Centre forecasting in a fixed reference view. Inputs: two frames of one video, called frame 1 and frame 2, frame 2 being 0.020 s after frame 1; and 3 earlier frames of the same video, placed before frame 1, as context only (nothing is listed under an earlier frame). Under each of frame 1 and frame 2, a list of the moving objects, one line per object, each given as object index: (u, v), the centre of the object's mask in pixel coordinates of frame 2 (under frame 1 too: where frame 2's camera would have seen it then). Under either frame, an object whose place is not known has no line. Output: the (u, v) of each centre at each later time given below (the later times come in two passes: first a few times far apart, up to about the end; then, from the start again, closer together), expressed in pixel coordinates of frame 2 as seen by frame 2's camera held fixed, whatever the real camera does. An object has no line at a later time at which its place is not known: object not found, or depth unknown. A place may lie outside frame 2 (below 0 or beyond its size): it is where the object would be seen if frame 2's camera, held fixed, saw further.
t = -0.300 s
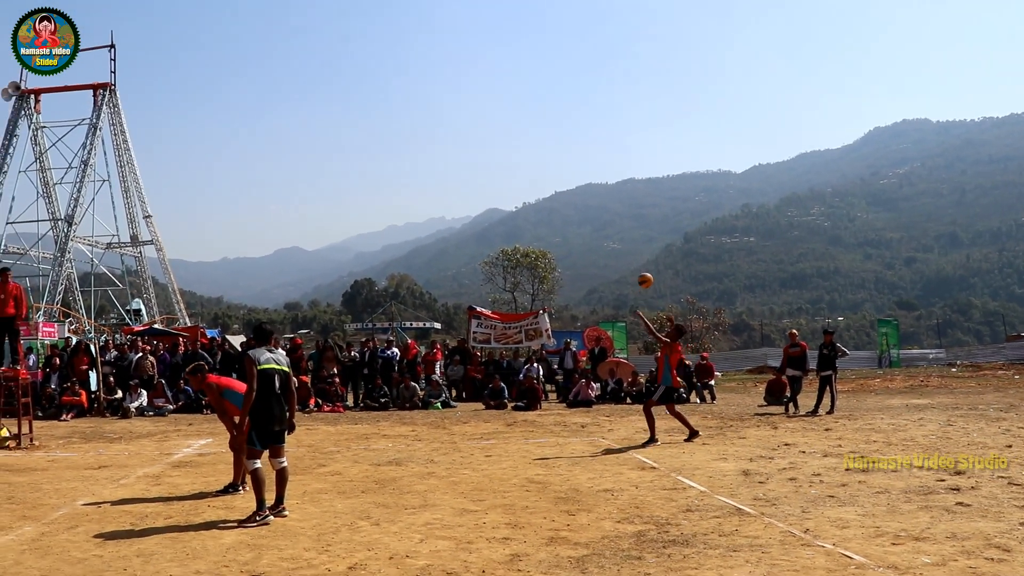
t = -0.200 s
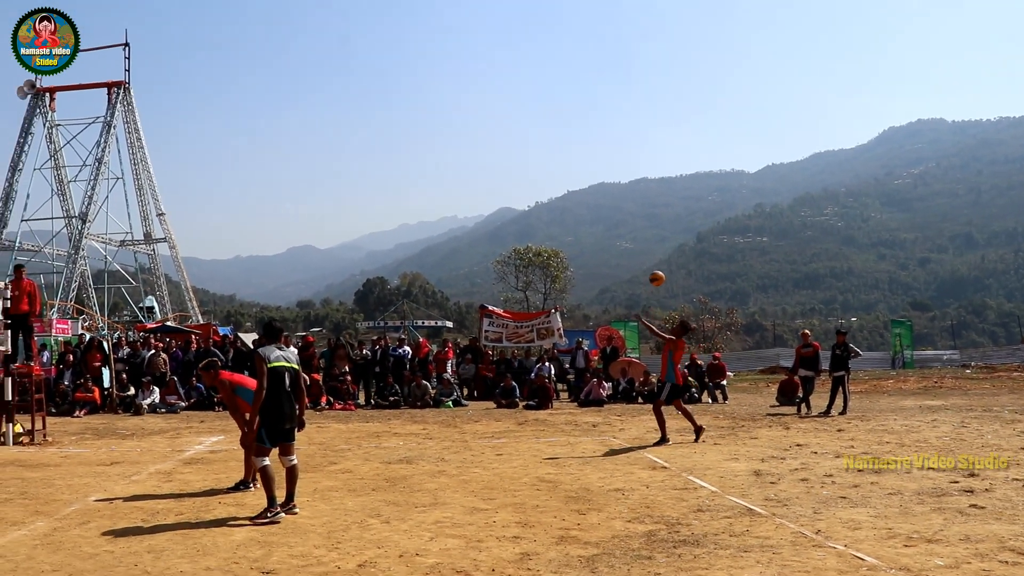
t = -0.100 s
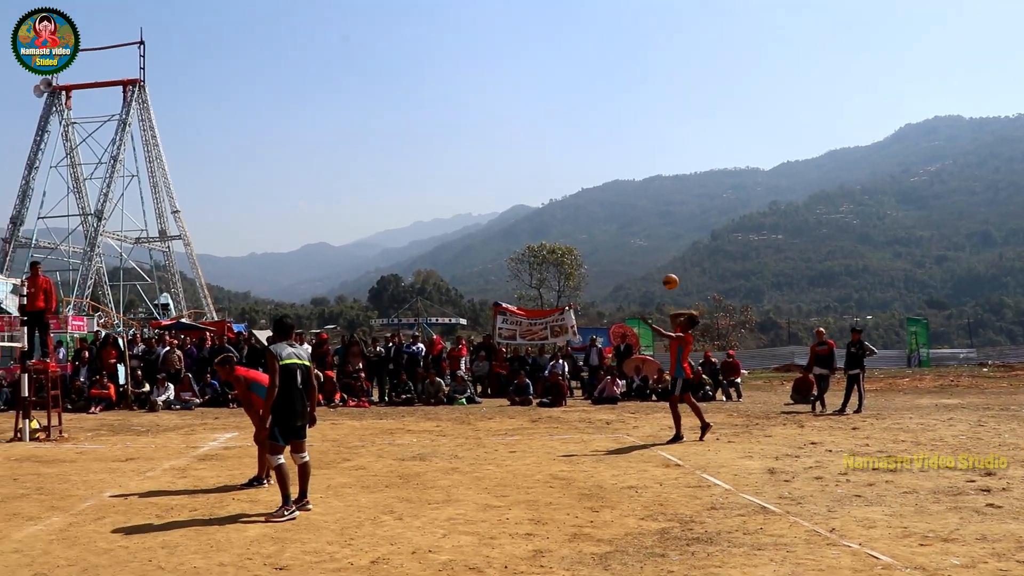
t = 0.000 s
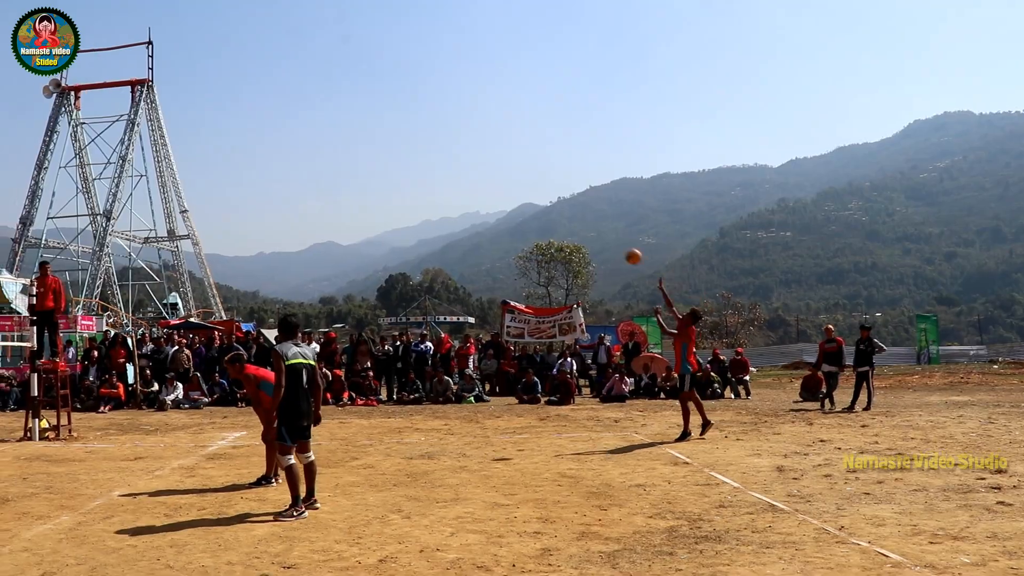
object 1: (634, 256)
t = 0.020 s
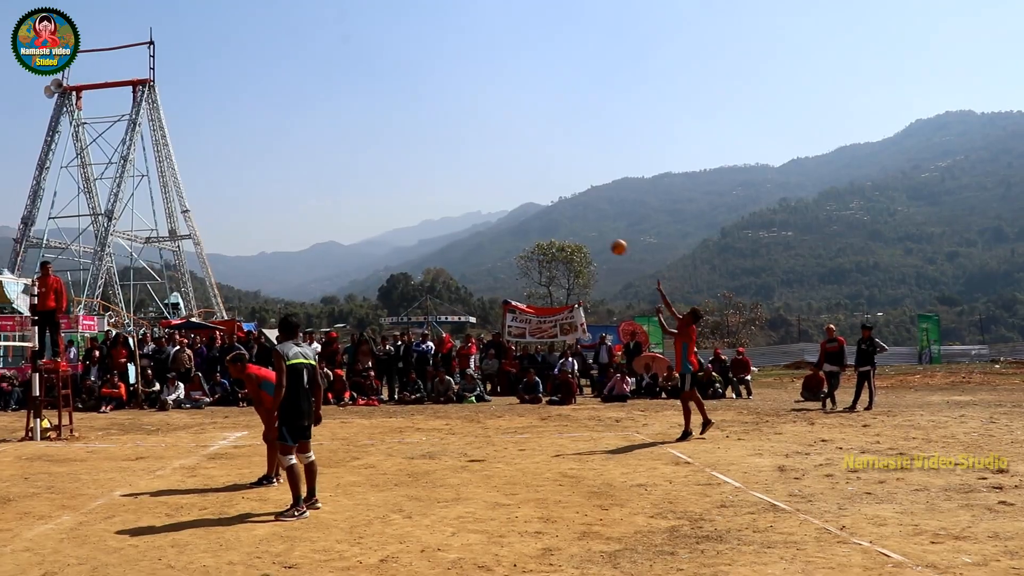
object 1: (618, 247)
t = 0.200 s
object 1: (475, 179)
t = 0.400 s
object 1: (320, 133)
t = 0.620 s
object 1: (157, 119)
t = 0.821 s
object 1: (16, 139)
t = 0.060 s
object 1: (587, 230)
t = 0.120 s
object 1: (539, 207)
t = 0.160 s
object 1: (507, 192)
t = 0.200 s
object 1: (475, 179)
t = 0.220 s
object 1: (459, 173)
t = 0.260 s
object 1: (428, 162)
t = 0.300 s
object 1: (397, 152)
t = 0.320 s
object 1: (381, 147)
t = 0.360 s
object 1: (350, 140)
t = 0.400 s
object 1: (320, 133)
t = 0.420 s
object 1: (305, 130)
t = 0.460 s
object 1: (275, 125)
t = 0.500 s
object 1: (245, 122)
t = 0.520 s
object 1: (230, 120)
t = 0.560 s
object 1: (201, 119)
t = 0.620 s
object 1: (157, 119)
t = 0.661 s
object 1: (128, 121)
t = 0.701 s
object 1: (100, 124)
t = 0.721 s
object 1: (86, 126)
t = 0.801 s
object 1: (30, 136)
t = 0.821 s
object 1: (16, 139)
